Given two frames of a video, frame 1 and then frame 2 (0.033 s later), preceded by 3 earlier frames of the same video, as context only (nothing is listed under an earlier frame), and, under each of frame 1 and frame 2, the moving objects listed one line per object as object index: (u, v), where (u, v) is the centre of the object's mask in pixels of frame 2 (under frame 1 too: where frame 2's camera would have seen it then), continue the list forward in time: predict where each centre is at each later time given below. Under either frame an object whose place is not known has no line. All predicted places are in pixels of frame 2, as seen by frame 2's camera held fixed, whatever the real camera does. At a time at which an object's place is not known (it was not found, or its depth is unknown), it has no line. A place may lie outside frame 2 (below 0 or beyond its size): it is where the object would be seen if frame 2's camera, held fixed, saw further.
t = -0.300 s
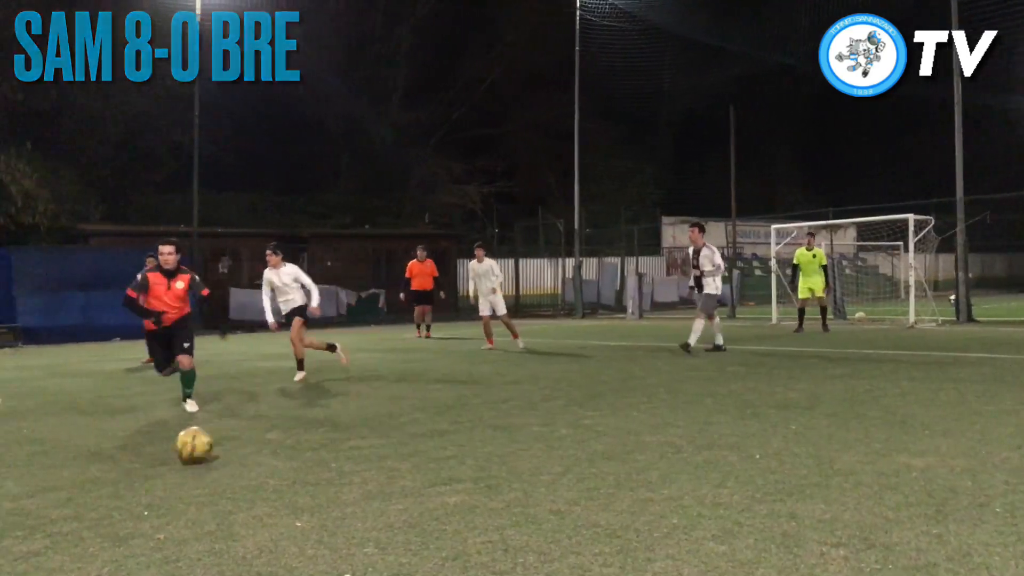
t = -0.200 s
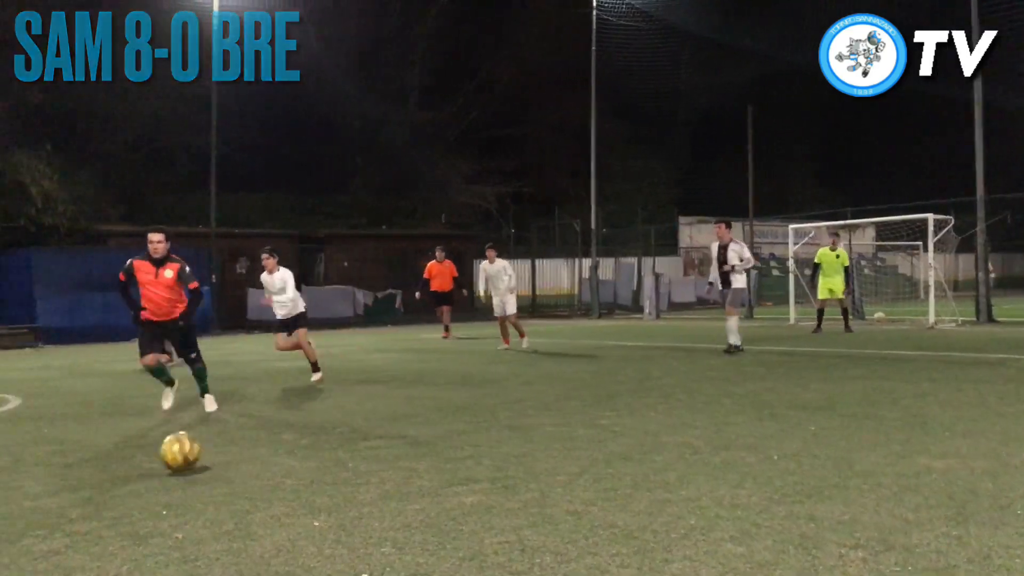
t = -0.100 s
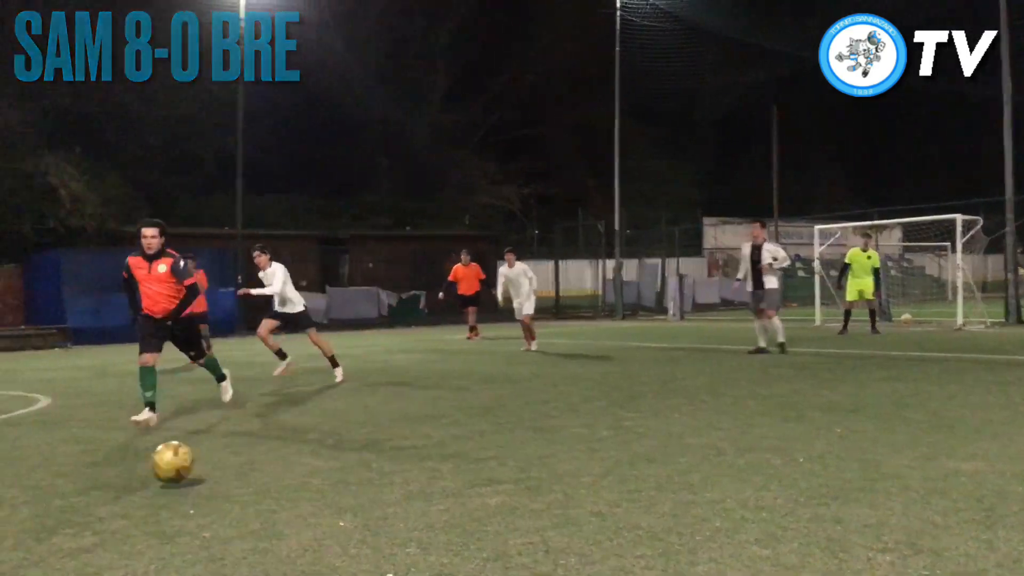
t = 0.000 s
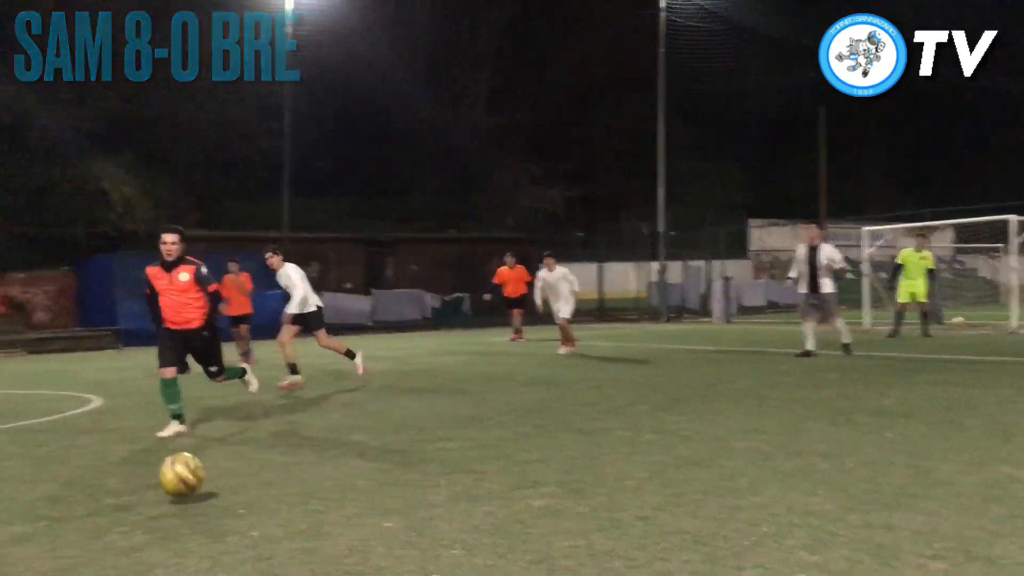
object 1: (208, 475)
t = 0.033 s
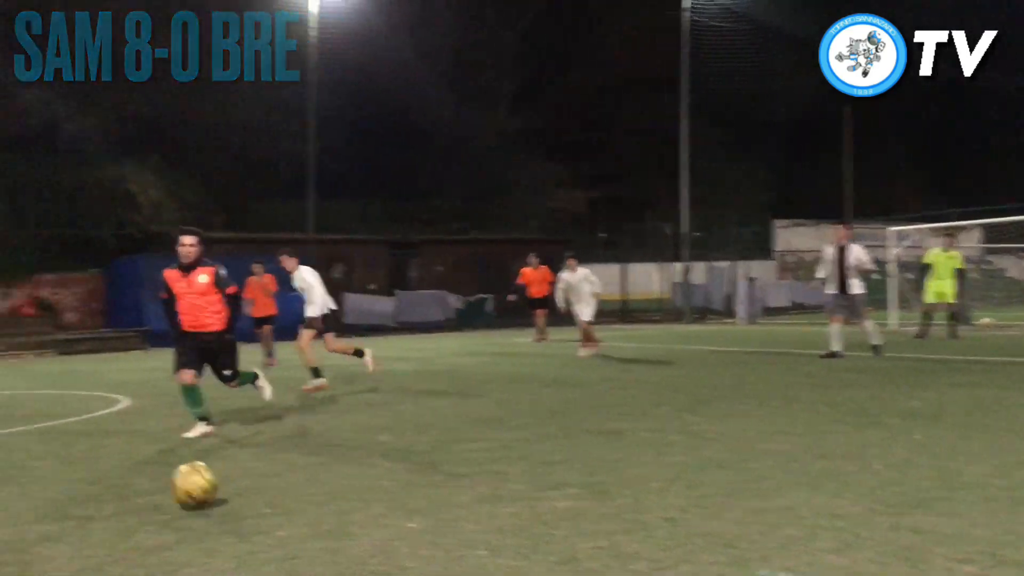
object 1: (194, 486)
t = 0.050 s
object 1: (189, 490)
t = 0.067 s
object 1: (182, 490)
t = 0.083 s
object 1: (175, 490)
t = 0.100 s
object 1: (165, 490)
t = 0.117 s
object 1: (158, 491)
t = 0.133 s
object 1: (148, 493)
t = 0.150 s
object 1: (140, 495)
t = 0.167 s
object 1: (132, 499)
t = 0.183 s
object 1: (123, 504)
